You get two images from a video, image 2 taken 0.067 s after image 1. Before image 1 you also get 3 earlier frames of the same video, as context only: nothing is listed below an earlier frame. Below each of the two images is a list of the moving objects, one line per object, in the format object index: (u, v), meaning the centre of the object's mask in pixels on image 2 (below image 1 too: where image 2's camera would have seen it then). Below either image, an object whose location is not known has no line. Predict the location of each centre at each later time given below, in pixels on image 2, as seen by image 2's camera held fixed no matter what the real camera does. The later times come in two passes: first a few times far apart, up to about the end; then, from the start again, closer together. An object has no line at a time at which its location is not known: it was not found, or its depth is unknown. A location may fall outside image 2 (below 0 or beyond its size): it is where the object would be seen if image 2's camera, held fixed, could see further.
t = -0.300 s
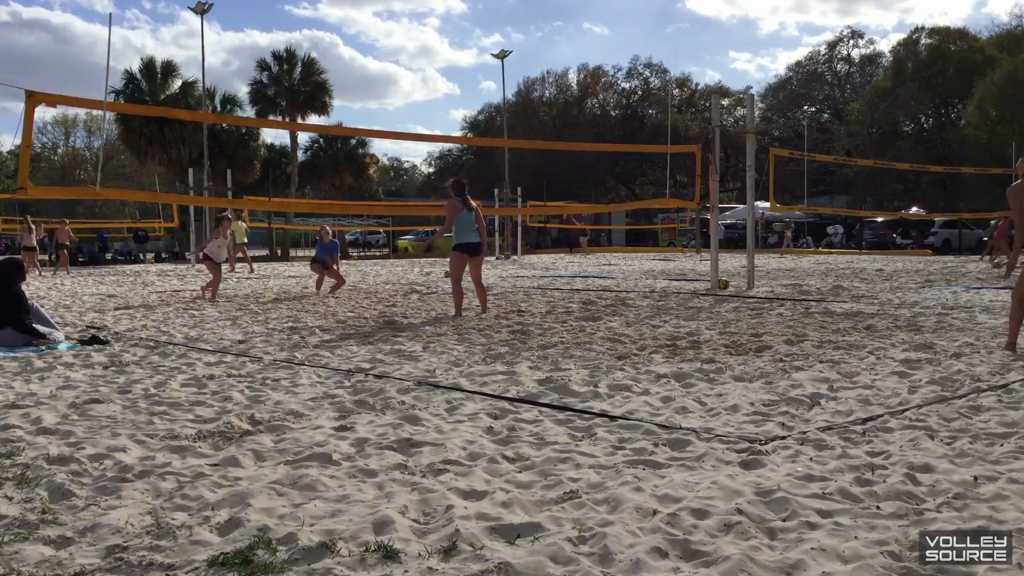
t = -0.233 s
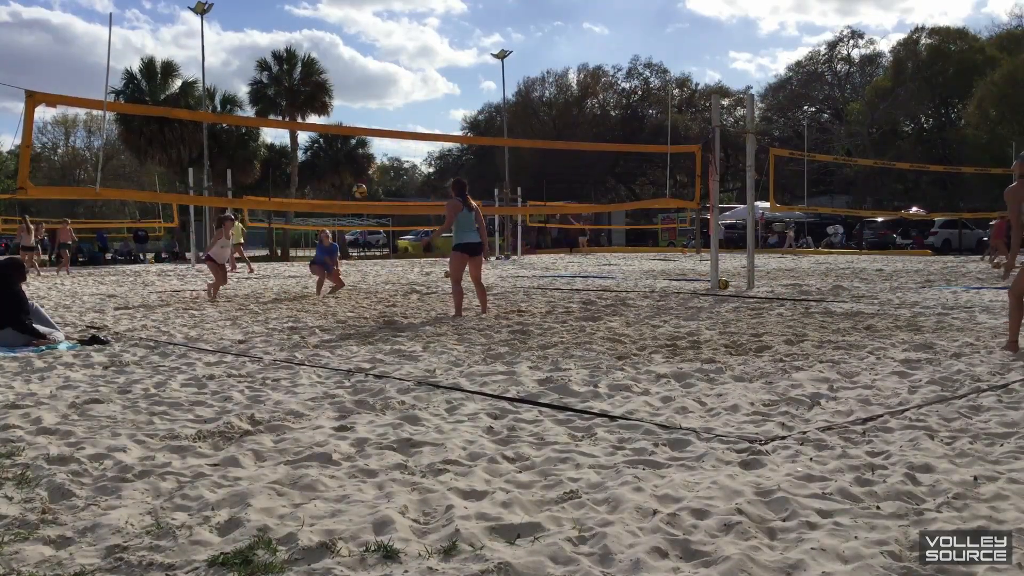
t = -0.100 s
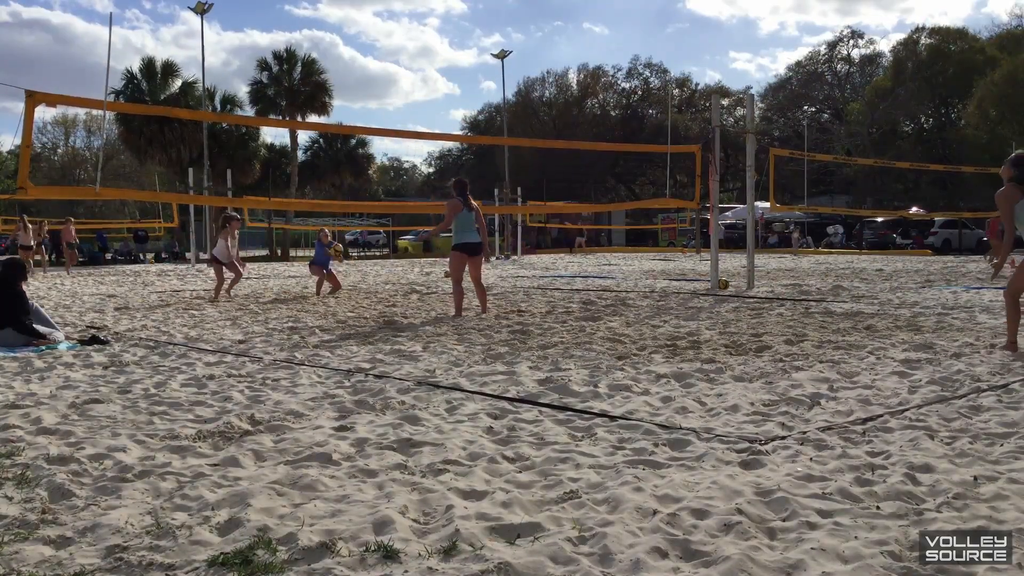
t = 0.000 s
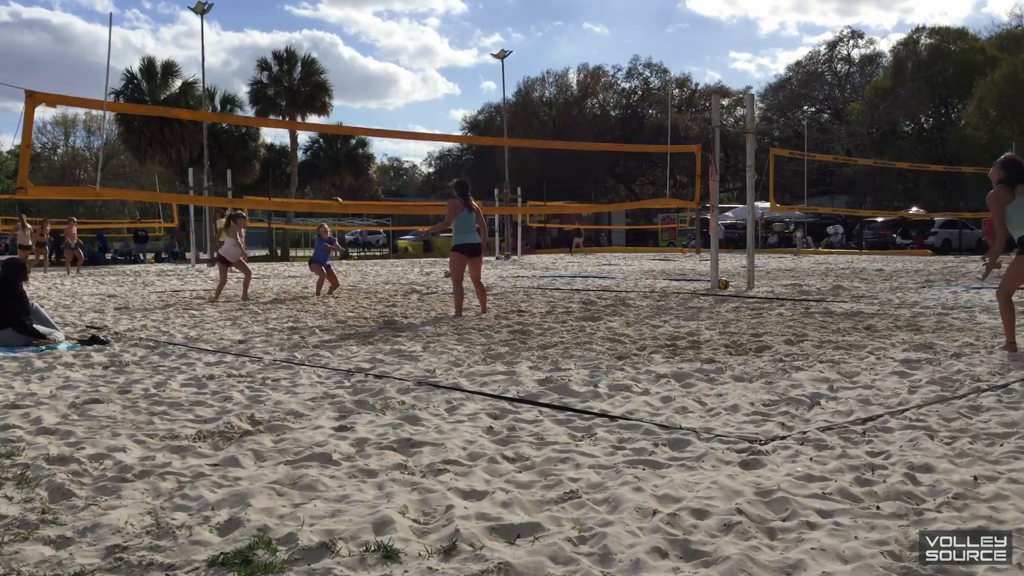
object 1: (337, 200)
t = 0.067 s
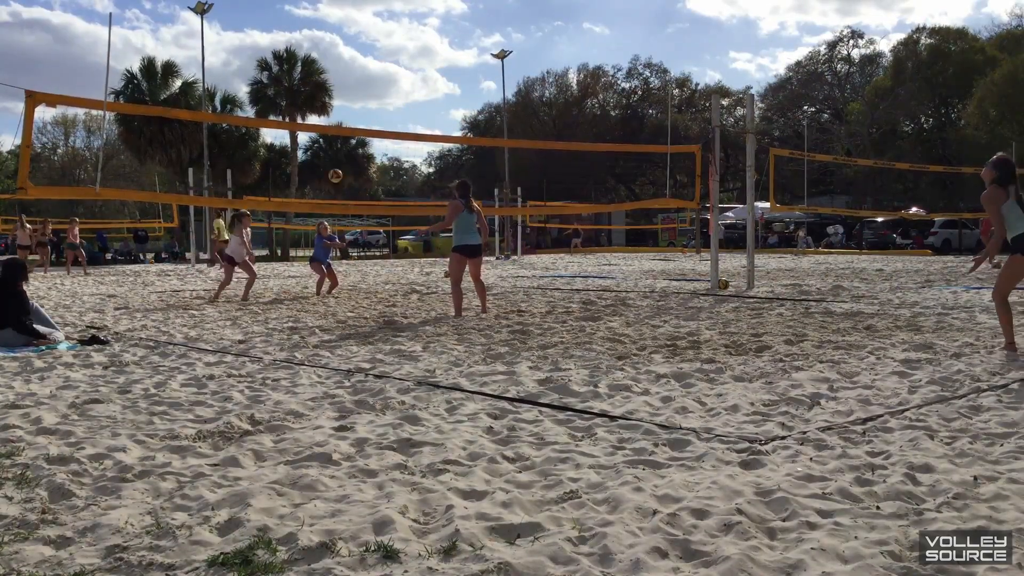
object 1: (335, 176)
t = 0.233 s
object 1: (334, 114)
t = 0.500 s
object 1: (333, 48)
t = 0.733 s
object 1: (333, 27)
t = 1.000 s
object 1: (334, 49)
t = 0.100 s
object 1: (335, 162)
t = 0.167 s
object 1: (334, 139)
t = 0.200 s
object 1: (335, 123)
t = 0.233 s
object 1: (334, 114)
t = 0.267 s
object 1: (334, 104)
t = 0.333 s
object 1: (333, 85)
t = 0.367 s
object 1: (333, 76)
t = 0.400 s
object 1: (333, 68)
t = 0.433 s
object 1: (333, 61)
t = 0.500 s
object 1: (333, 48)
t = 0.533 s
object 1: (332, 43)
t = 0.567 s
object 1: (333, 38)
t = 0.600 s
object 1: (333, 34)
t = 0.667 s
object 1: (332, 29)
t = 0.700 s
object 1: (332, 28)
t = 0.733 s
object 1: (333, 27)
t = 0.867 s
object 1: (333, 31)
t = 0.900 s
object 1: (333, 34)
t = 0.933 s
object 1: (333, 38)
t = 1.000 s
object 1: (334, 49)
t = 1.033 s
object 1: (334, 56)
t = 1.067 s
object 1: (335, 63)
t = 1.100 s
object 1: (335, 72)
